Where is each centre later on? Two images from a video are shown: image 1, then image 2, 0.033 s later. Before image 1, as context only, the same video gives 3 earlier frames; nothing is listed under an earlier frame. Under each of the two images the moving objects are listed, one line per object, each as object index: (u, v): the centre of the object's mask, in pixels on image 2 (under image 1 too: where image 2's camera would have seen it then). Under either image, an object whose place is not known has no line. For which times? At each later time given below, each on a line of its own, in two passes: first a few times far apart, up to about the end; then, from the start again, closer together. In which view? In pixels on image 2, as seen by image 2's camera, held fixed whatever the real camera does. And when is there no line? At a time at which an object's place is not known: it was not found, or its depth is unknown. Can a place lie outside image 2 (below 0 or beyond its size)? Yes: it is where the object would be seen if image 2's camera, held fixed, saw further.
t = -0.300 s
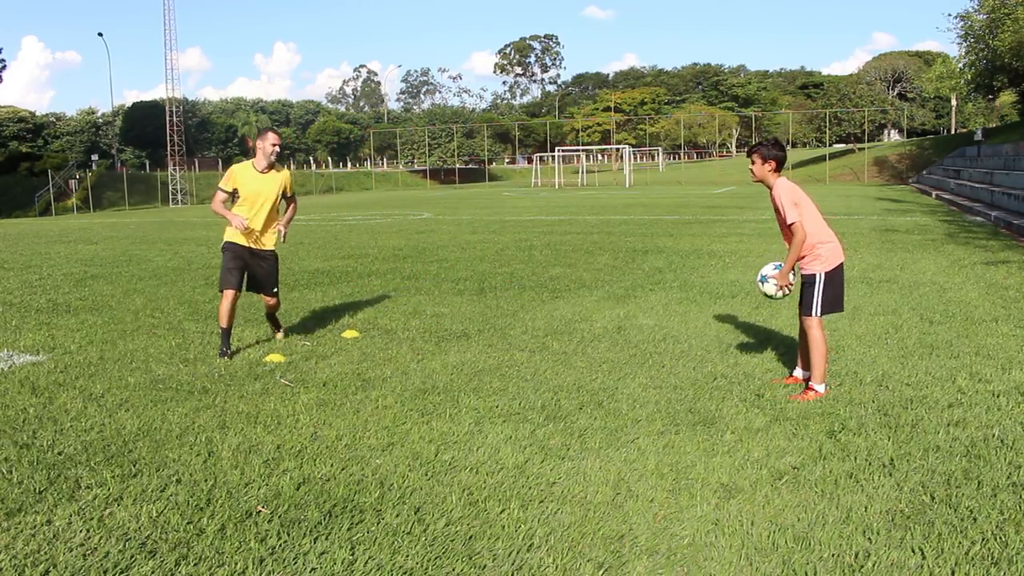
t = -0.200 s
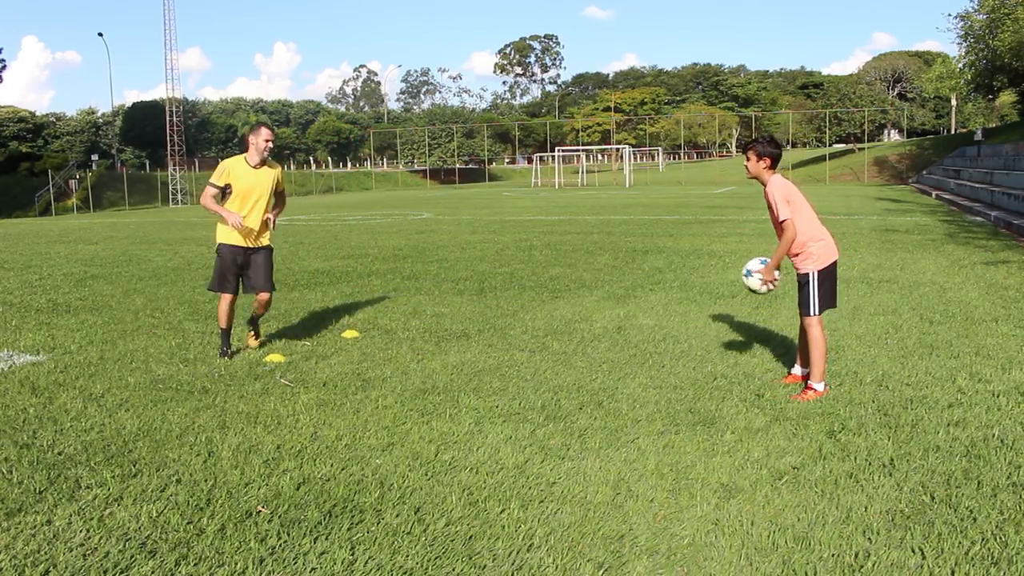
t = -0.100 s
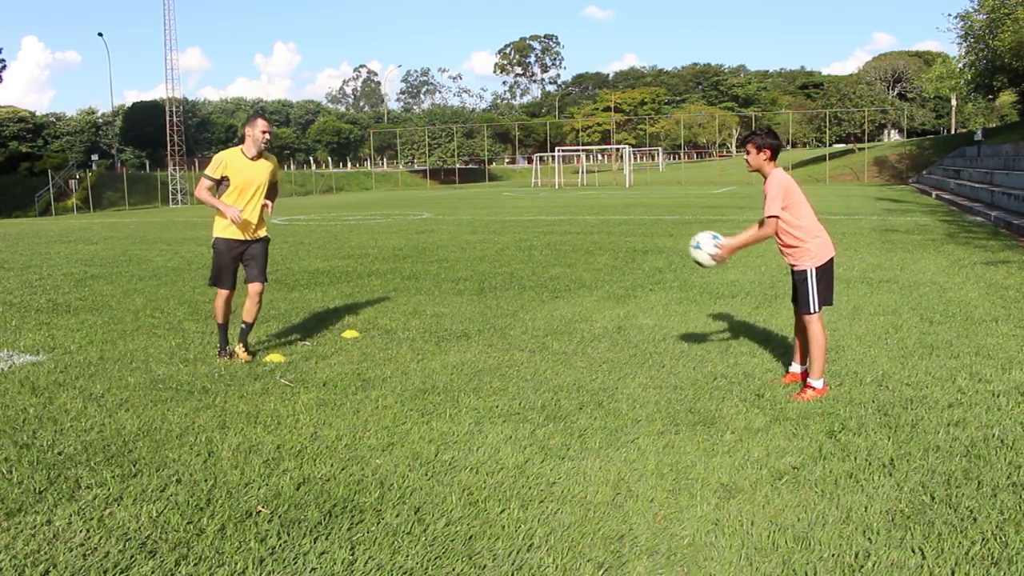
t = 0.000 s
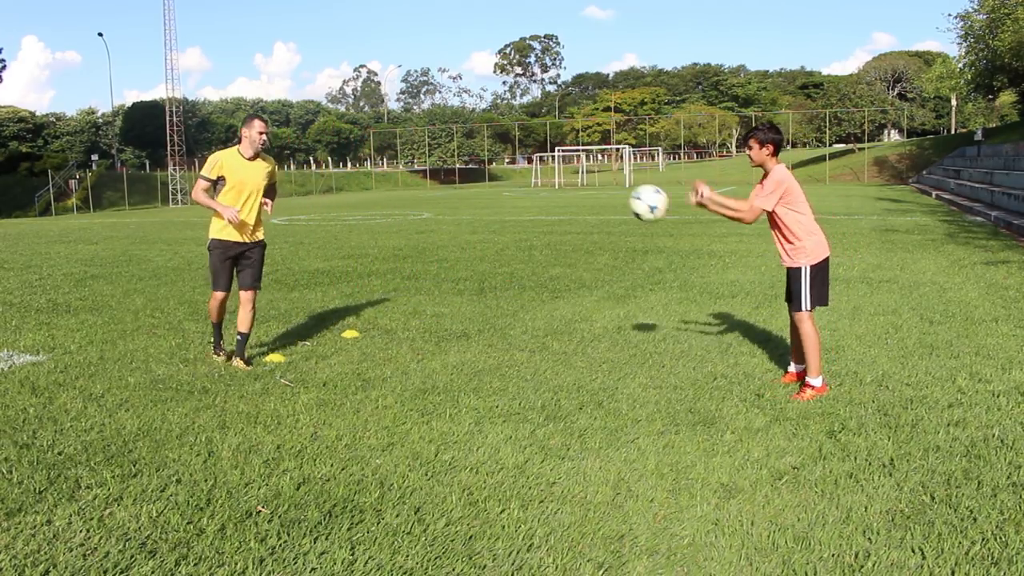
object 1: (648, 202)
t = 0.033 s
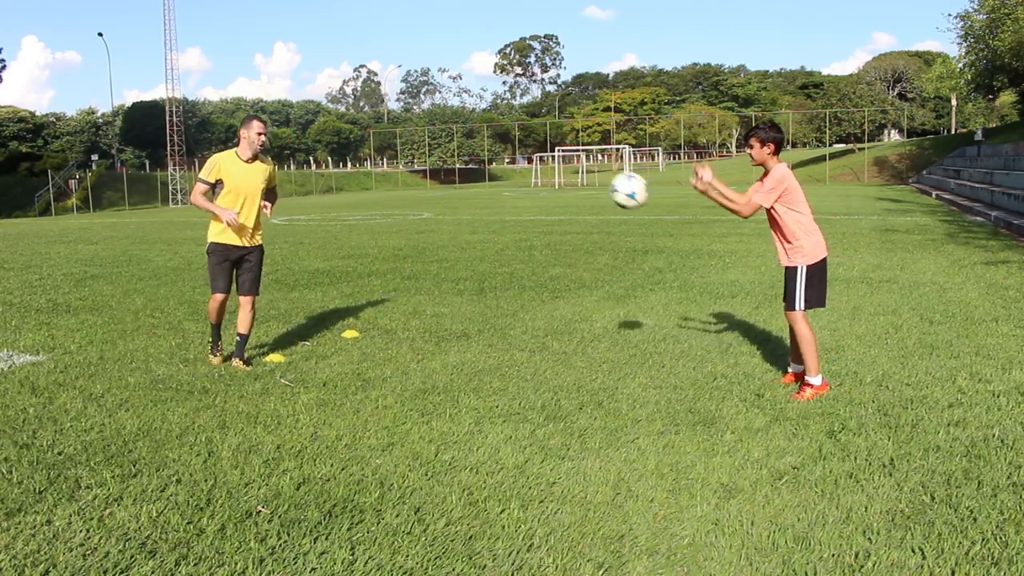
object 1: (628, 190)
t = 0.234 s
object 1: (512, 151)
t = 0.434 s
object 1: (401, 182)
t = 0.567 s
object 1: (333, 236)
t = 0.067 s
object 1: (608, 179)
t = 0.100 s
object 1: (588, 169)
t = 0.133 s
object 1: (570, 162)
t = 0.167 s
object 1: (550, 157)
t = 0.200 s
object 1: (531, 153)
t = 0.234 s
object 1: (512, 151)
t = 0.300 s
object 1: (473, 154)
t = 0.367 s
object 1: (436, 164)
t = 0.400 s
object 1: (418, 172)
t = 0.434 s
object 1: (401, 182)
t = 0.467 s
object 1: (383, 193)
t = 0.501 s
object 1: (367, 205)
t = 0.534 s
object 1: (349, 220)
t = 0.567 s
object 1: (333, 236)
